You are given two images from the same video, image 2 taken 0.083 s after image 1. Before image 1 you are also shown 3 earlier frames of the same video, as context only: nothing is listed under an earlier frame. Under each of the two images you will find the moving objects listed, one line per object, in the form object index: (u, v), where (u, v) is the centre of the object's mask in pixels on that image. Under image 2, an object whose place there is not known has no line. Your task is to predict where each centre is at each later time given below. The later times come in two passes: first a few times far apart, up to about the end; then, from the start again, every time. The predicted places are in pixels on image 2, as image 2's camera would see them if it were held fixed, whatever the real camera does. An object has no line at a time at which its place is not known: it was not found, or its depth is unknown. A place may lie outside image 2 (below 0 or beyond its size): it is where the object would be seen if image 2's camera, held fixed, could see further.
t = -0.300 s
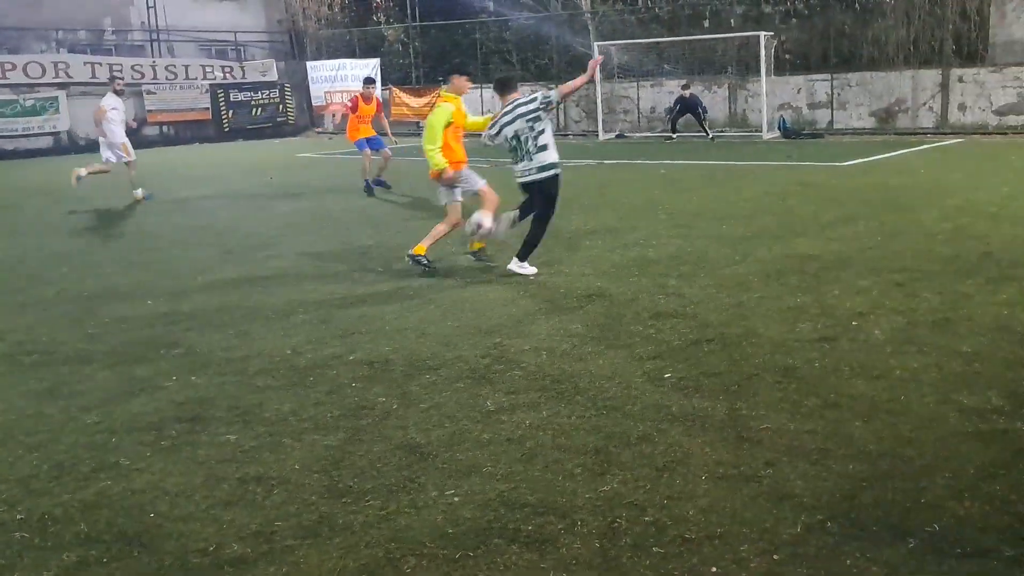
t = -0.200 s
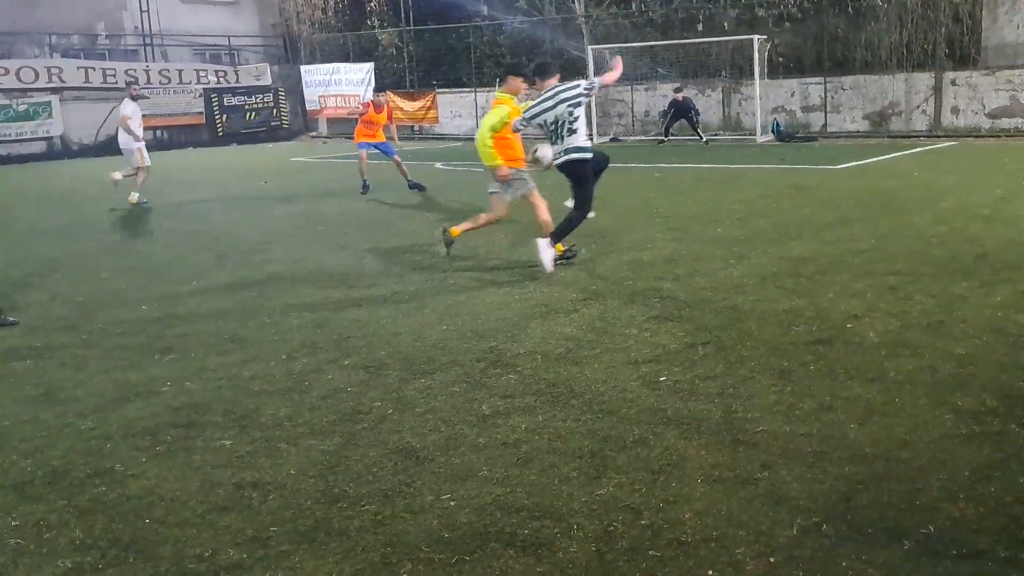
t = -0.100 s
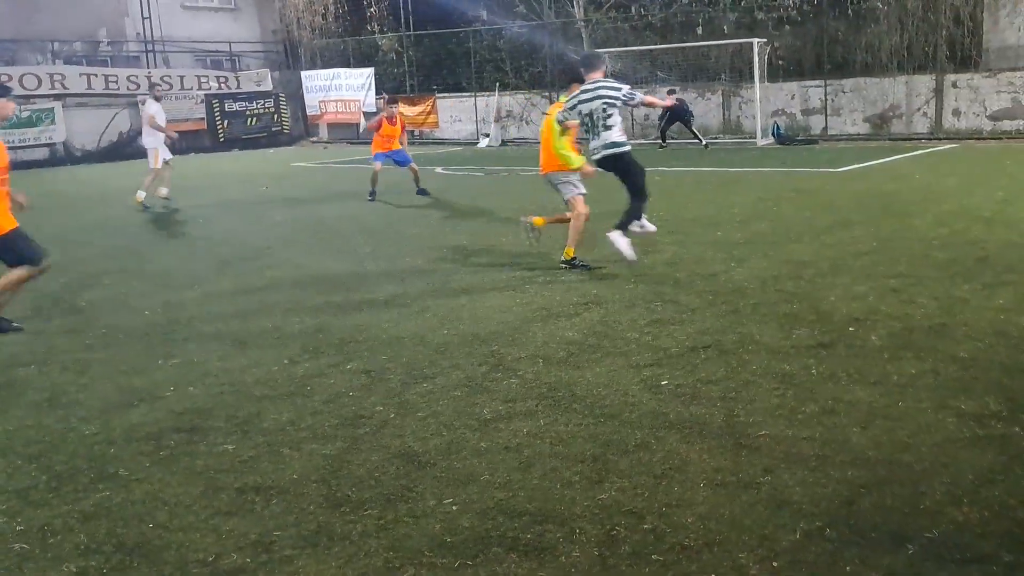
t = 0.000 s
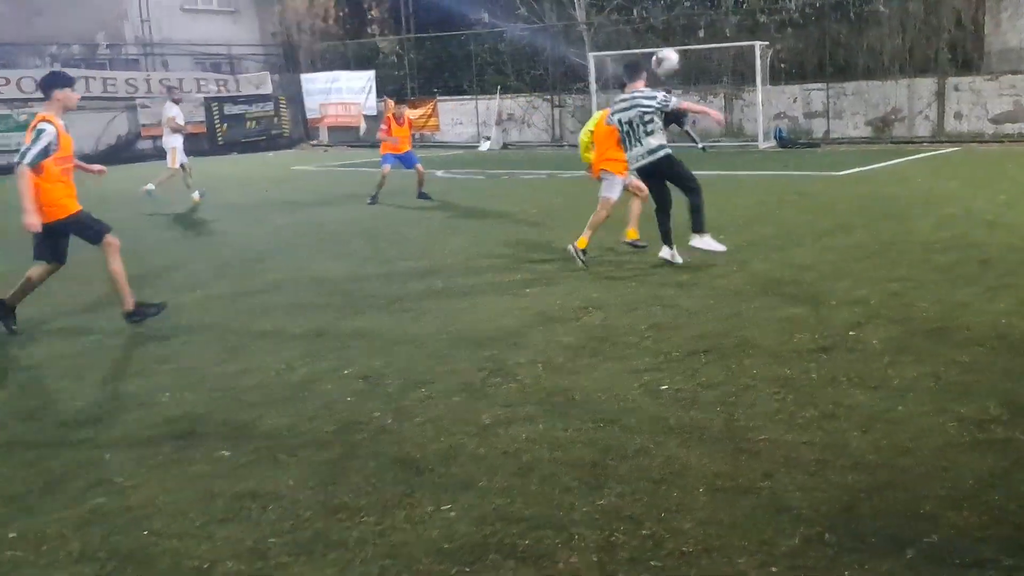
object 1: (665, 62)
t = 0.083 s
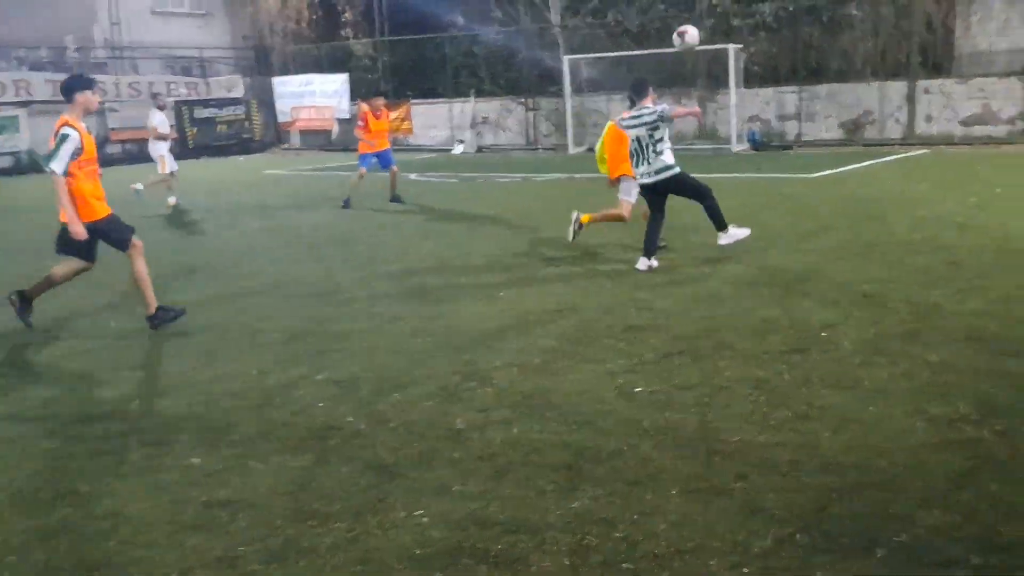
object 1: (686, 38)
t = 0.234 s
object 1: (764, 11)
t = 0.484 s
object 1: (875, 22)
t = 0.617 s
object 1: (927, 51)
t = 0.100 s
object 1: (695, 33)
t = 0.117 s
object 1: (705, 30)
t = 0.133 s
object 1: (714, 26)
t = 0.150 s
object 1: (722, 22)
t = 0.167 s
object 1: (731, 20)
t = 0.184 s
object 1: (739, 17)
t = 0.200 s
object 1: (746, 15)
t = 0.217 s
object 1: (756, 14)
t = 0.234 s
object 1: (764, 11)
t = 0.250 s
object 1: (771, 10)
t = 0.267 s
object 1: (780, 9)
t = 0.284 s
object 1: (788, 9)
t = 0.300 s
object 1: (795, 8)
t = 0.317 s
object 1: (803, 8)
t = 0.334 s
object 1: (812, 8)
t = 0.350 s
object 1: (818, 9)
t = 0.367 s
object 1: (826, 9)
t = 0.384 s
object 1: (833, 10)
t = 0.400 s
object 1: (839, 12)
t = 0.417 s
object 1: (847, 13)
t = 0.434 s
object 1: (854, 16)
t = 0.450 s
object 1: (860, 17)
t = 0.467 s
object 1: (868, 20)
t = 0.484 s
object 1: (875, 22)
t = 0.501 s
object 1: (880, 25)
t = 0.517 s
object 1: (888, 28)
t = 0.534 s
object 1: (894, 32)
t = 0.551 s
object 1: (899, 36)
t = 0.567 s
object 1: (907, 39)
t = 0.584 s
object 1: (914, 44)
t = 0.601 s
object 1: (919, 47)
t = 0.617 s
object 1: (927, 51)
